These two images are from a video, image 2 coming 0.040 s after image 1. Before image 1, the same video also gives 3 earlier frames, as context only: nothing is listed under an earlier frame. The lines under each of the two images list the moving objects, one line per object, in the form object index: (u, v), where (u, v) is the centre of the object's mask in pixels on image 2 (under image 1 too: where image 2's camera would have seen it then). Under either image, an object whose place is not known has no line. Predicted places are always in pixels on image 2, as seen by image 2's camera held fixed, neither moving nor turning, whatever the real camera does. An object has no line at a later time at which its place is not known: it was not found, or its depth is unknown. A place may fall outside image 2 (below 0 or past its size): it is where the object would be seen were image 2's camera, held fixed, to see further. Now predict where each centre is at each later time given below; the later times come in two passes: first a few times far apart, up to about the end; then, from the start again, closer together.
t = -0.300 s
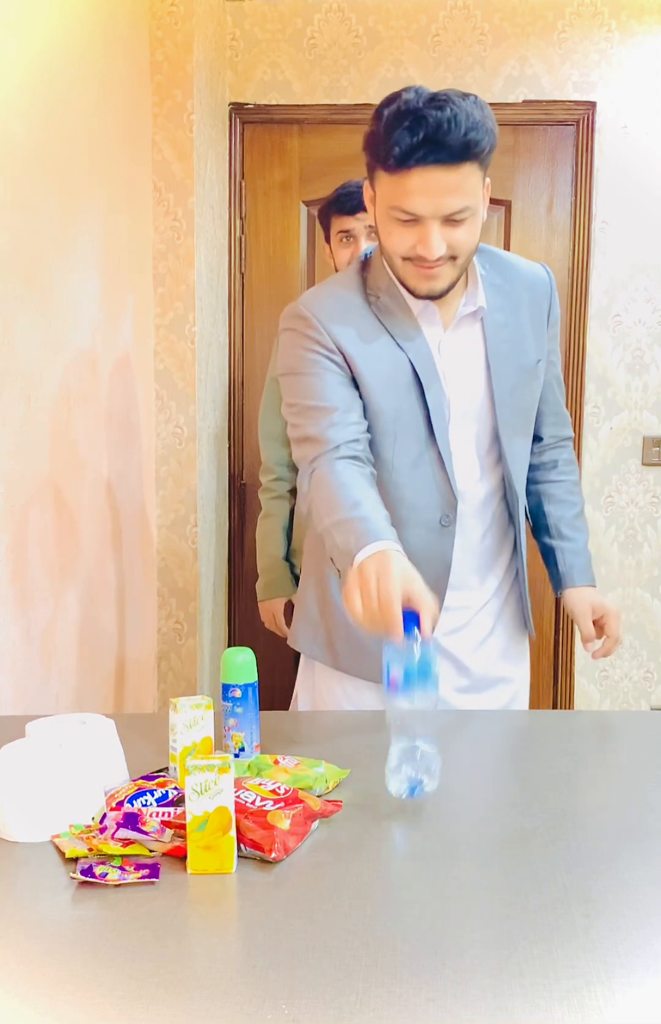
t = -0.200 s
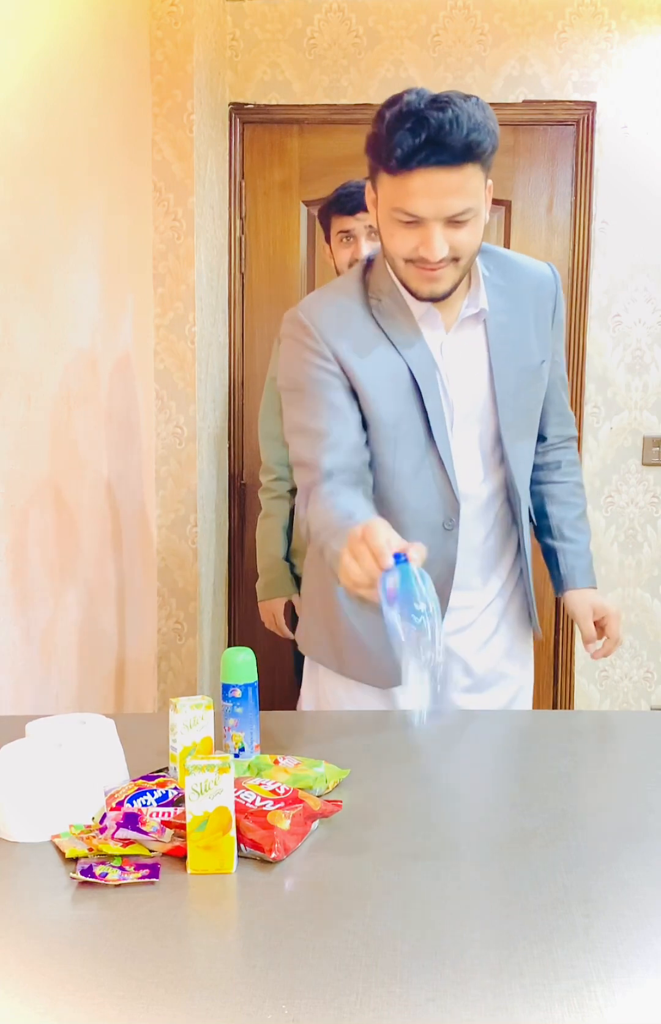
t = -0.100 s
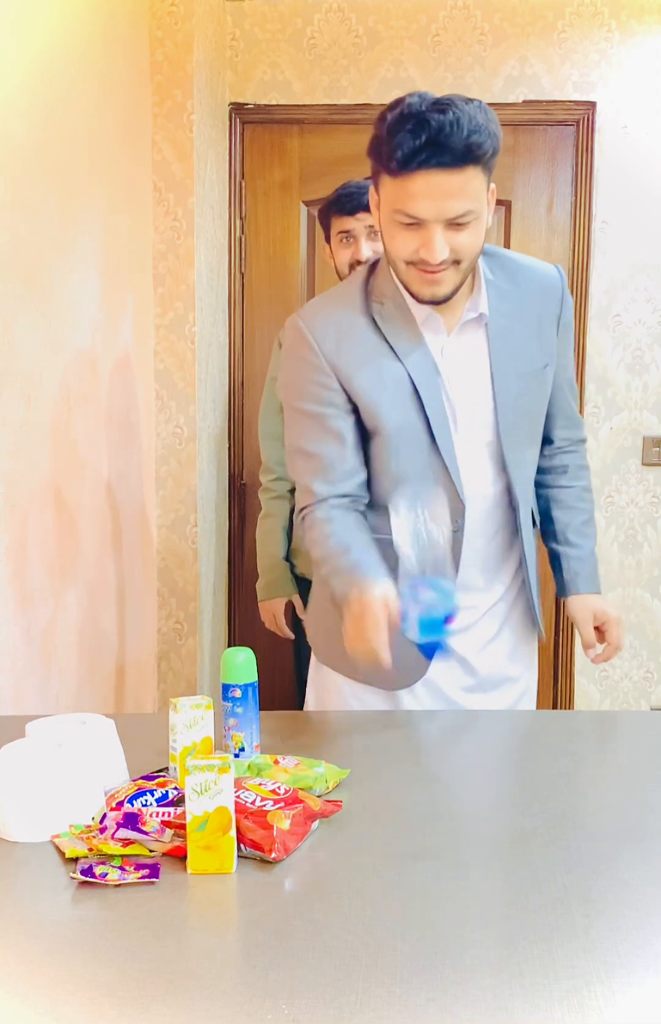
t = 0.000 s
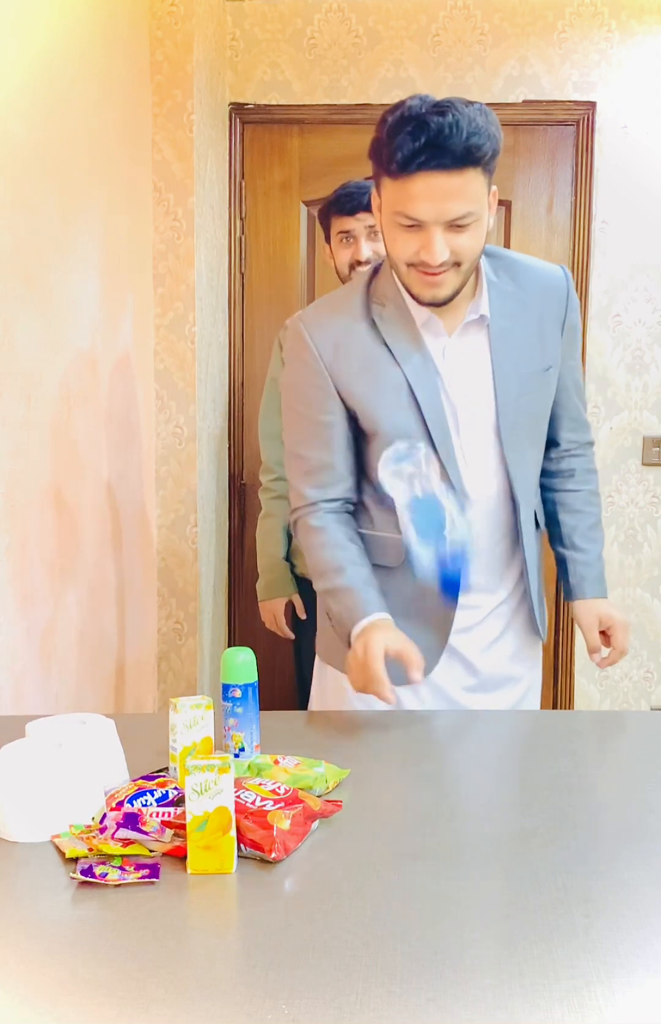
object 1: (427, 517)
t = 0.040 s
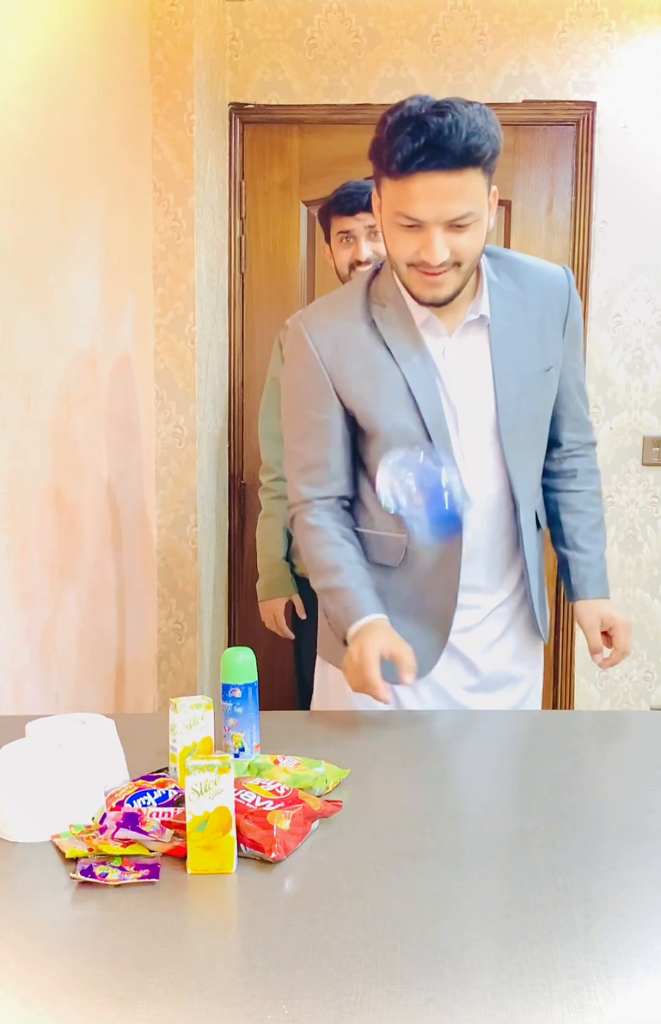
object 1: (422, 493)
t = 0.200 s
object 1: (378, 575)
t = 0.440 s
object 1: (354, 803)
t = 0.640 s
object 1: (360, 803)
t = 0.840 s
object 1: (373, 803)
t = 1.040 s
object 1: (372, 802)
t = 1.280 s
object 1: (373, 803)
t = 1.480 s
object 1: (372, 802)
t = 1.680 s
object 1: (373, 803)
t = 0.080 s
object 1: (410, 479)
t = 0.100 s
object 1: (401, 486)
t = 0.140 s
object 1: (393, 509)
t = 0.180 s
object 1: (386, 546)
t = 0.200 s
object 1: (378, 575)
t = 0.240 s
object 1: (377, 656)
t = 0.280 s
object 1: (377, 734)
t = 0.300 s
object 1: (369, 769)
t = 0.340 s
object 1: (366, 801)
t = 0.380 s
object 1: (361, 804)
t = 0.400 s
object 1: (357, 804)
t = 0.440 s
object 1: (354, 803)
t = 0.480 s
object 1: (353, 803)
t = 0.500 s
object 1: (354, 803)
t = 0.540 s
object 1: (357, 804)
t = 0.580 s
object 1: (359, 803)
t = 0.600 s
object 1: (360, 803)
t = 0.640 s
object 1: (360, 803)
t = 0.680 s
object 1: (360, 803)
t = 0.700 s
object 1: (363, 803)
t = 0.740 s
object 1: (366, 803)
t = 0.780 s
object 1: (369, 803)
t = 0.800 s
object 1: (372, 803)
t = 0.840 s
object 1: (373, 803)
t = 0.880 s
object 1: (372, 803)
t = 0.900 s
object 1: (373, 803)
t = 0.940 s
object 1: (374, 802)
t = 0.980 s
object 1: (375, 802)
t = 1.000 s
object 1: (373, 802)
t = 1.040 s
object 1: (372, 802)
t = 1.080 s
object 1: (372, 803)
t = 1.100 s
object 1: (372, 803)
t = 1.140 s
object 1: (371, 803)
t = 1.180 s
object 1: (370, 803)
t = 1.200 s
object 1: (370, 803)
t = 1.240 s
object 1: (371, 803)
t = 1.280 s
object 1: (373, 803)
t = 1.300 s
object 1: (373, 803)
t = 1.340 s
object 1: (372, 802)
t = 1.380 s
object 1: (373, 802)
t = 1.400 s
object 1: (374, 802)
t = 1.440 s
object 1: (372, 802)
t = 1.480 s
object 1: (372, 802)
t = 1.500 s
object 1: (372, 803)
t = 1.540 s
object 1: (372, 802)
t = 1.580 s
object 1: (371, 803)
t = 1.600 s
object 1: (372, 802)
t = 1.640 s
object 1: (373, 803)
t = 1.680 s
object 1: (373, 803)
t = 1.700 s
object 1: (373, 803)
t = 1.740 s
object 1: (373, 802)
